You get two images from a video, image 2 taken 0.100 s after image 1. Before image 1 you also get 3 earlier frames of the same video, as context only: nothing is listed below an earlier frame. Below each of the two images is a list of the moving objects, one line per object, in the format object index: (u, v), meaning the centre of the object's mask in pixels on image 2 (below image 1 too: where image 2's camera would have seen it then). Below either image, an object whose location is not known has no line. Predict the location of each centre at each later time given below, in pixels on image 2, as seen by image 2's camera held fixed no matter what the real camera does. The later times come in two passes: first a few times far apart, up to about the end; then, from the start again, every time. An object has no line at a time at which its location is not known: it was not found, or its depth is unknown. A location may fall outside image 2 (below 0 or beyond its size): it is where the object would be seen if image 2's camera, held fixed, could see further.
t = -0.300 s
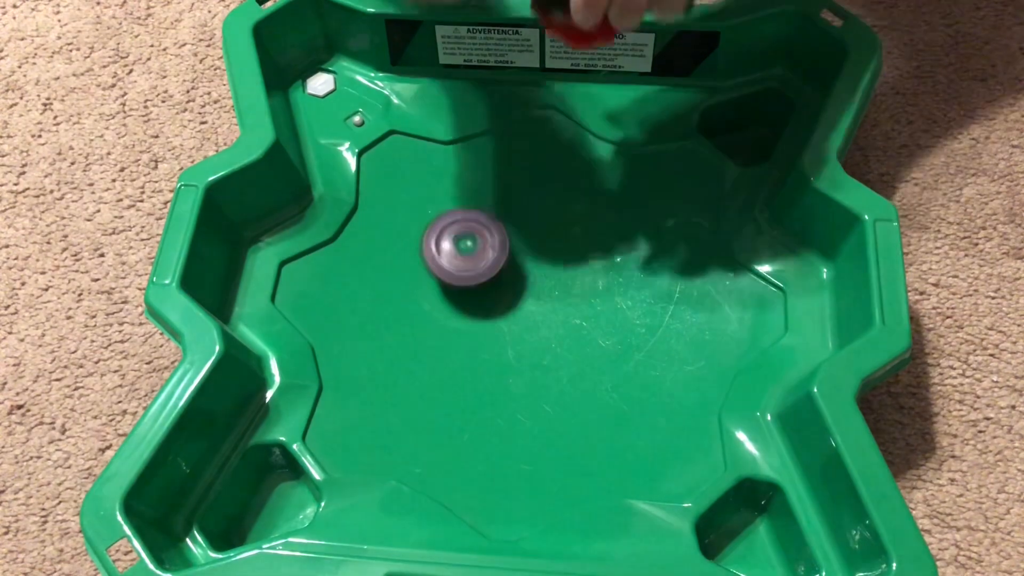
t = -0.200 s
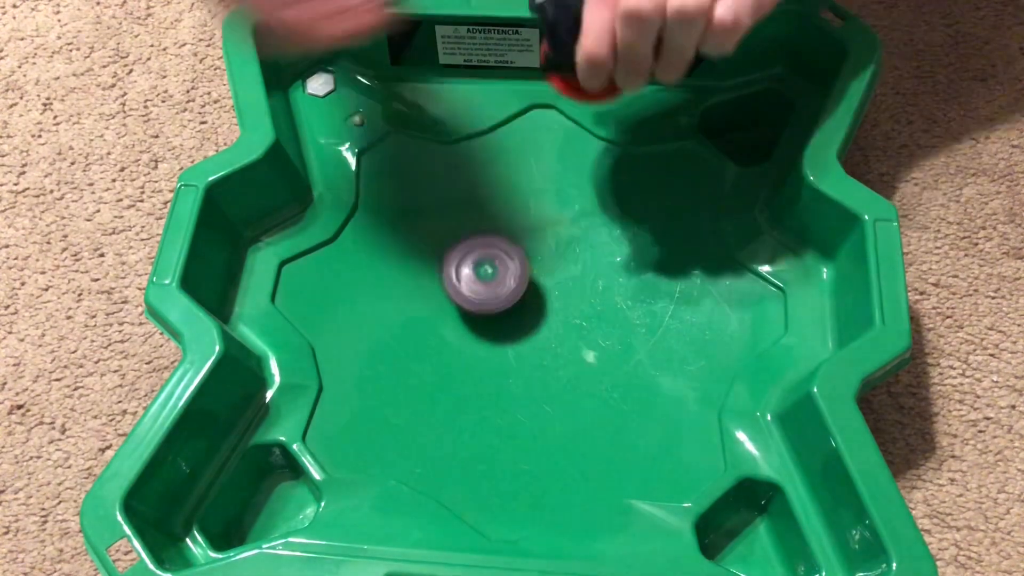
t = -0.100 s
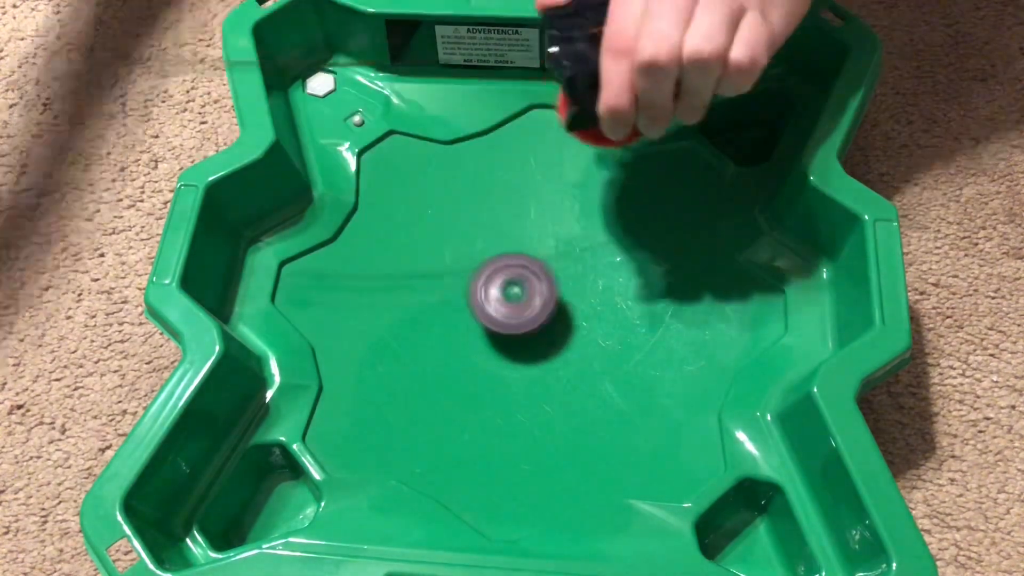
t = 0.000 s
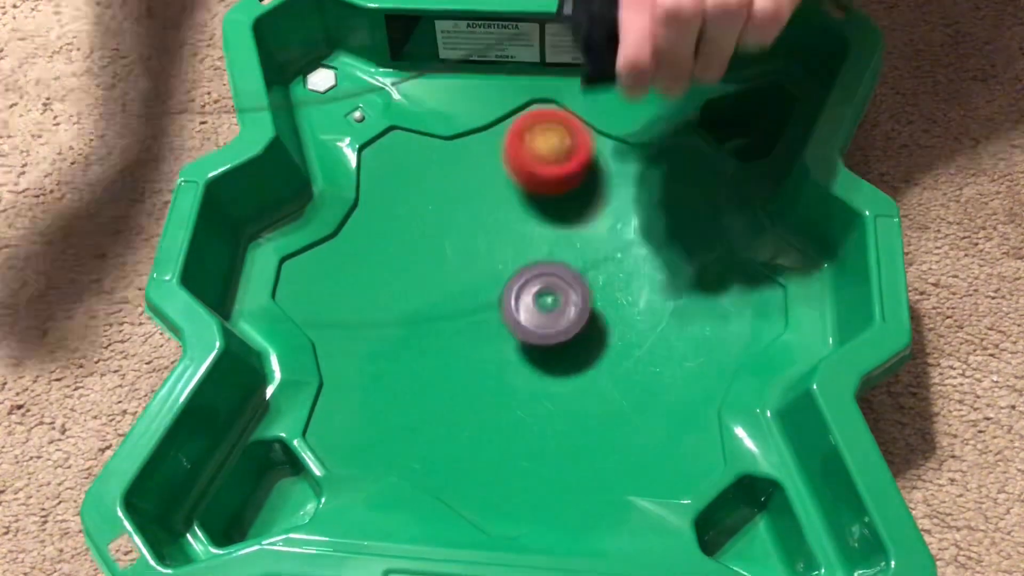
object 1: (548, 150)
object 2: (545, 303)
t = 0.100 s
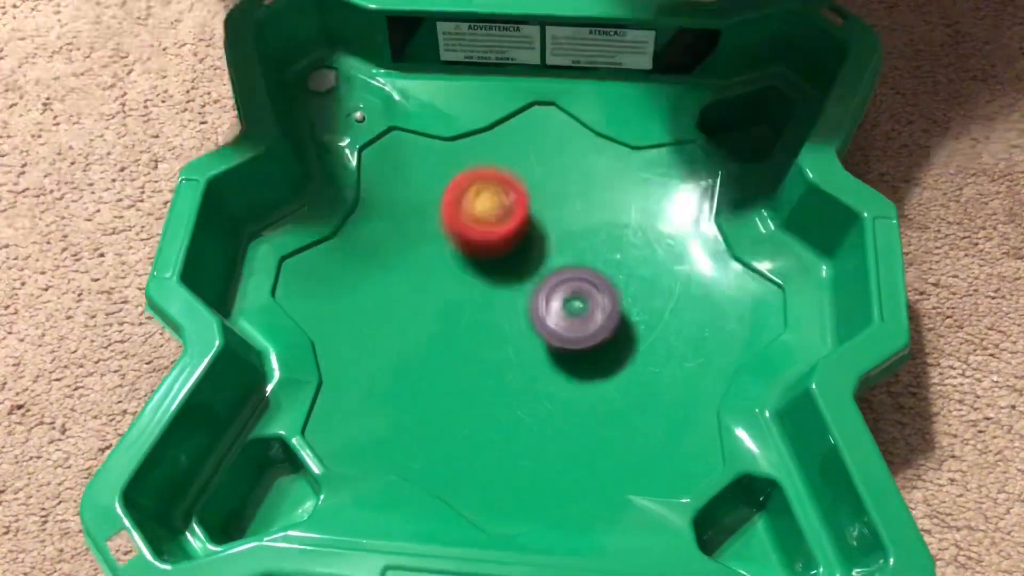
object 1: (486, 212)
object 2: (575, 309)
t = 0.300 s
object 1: (449, 343)
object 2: (637, 299)
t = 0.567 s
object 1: (412, 372)
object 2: (620, 263)
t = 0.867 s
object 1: (459, 312)
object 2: (554, 295)
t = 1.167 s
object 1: (464, 340)
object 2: (594, 287)
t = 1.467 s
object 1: (487, 377)
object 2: (542, 280)
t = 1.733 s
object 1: (438, 445)
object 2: (503, 196)
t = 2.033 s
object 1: (438, 363)
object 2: (404, 210)
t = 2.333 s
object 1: (595, 308)
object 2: (467, 331)
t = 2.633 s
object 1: (701, 368)
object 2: (572, 319)
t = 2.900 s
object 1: (625, 392)
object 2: (575, 274)
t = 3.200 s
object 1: (583, 306)
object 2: (496, 232)
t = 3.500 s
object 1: (600, 241)
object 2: (433, 307)
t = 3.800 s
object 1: (603, 242)
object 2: (542, 375)
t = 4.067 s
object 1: (526, 252)
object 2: (635, 298)
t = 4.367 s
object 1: (469, 227)
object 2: (572, 209)
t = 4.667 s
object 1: (439, 195)
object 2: (549, 206)
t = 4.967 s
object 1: (395, 230)
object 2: (666, 292)
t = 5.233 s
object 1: (405, 281)
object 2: (665, 322)
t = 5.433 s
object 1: (415, 338)
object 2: (610, 345)
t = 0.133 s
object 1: (472, 236)
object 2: (585, 314)
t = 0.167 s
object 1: (463, 262)
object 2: (595, 314)
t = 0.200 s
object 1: (458, 286)
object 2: (605, 312)
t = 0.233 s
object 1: (456, 308)
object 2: (617, 309)
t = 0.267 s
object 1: (452, 327)
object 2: (628, 304)
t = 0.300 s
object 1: (449, 343)
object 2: (637, 299)
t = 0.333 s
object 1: (445, 356)
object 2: (643, 293)
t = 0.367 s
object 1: (441, 367)
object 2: (645, 287)
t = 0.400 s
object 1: (436, 374)
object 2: (646, 281)
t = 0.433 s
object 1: (432, 379)
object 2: (644, 276)
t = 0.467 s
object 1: (427, 380)
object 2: (640, 271)
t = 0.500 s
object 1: (422, 380)
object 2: (634, 267)
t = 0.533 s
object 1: (417, 377)
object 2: (627, 265)
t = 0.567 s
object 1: (412, 372)
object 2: (620, 263)
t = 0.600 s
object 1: (408, 366)
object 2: (612, 262)
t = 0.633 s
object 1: (404, 358)
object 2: (603, 262)
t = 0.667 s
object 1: (401, 348)
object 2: (594, 264)
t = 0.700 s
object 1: (402, 338)
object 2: (585, 268)
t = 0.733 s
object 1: (406, 329)
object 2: (578, 272)
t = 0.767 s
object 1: (415, 321)
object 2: (569, 277)
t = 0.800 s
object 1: (428, 316)
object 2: (561, 283)
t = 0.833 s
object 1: (446, 312)
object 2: (555, 289)
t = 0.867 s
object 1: (459, 312)
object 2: (554, 295)
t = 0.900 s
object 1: (454, 316)
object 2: (573, 296)
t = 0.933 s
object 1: (451, 321)
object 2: (587, 296)
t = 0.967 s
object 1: (449, 327)
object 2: (596, 294)
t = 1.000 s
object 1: (449, 333)
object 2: (601, 293)
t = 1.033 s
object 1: (450, 340)
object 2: (603, 291)
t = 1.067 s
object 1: (452, 342)
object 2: (603, 290)
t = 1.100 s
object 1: (456, 342)
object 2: (601, 289)
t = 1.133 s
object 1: (460, 341)
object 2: (598, 288)
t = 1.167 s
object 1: (464, 340)
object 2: (594, 287)
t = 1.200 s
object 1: (469, 338)
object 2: (589, 287)
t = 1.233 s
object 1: (473, 337)
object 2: (583, 287)
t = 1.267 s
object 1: (477, 337)
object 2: (578, 288)
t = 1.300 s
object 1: (483, 340)
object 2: (572, 290)
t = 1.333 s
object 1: (489, 344)
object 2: (567, 289)
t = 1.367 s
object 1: (491, 355)
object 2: (564, 284)
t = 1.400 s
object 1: (490, 363)
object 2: (559, 281)
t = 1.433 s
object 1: (489, 371)
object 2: (551, 279)
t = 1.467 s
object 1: (487, 377)
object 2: (542, 280)
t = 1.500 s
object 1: (483, 381)
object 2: (532, 281)
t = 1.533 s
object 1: (478, 383)
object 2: (523, 284)
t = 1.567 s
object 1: (472, 380)
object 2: (513, 288)
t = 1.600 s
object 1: (467, 375)
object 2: (506, 292)
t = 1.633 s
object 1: (460, 391)
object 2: (505, 272)
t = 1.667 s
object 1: (451, 416)
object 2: (505, 241)
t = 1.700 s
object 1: (444, 433)
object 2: (505, 214)
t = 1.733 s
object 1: (438, 445)
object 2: (503, 196)
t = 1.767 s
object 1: (432, 450)
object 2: (498, 182)
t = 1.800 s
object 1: (427, 450)
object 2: (490, 174)
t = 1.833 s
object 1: (422, 445)
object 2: (480, 170)
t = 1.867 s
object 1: (417, 436)
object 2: (467, 170)
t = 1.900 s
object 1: (413, 423)
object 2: (453, 173)
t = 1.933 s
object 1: (413, 407)
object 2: (438, 178)
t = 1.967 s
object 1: (417, 392)
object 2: (425, 186)
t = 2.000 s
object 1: (426, 377)
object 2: (413, 197)
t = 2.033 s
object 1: (438, 363)
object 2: (404, 210)
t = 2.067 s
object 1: (454, 349)
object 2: (398, 224)
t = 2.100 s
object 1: (470, 337)
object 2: (396, 240)
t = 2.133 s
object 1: (488, 326)
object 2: (397, 256)
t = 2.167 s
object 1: (507, 318)
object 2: (402, 271)
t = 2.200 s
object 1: (526, 312)
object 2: (410, 285)
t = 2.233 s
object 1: (545, 308)
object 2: (421, 299)
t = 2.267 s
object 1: (562, 306)
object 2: (434, 311)
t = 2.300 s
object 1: (578, 306)
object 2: (449, 322)
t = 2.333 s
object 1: (595, 308)
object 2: (467, 331)
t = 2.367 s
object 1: (610, 311)
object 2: (487, 337)
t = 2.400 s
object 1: (624, 316)
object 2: (507, 341)
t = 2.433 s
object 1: (637, 322)
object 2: (527, 342)
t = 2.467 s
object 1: (648, 329)
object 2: (547, 341)
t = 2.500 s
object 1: (666, 337)
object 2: (556, 338)
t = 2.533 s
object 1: (684, 343)
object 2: (559, 336)
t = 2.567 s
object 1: (695, 350)
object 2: (563, 332)
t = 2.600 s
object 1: (700, 359)
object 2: (568, 326)
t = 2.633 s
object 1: (701, 368)
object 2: (572, 319)
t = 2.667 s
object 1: (697, 377)
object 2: (576, 309)
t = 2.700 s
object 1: (690, 385)
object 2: (579, 302)
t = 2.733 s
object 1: (681, 392)
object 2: (581, 294)
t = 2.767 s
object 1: (671, 397)
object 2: (581, 289)
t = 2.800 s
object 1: (661, 401)
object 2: (581, 284)
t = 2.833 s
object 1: (649, 401)
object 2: (579, 280)
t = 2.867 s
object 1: (637, 398)
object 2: (578, 277)
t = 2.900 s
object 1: (625, 392)
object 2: (575, 274)
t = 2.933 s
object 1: (613, 382)
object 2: (573, 272)
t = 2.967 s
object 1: (602, 369)
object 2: (570, 270)
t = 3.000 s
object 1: (592, 355)
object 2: (566, 268)
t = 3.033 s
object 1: (590, 351)
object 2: (557, 255)
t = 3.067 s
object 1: (587, 344)
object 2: (547, 245)
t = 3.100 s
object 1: (586, 336)
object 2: (535, 238)
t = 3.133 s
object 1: (584, 326)
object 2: (522, 233)
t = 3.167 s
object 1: (583, 316)
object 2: (509, 232)
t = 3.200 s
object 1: (583, 306)
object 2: (496, 232)
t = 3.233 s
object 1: (583, 296)
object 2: (483, 234)
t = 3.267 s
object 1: (584, 287)
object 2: (471, 238)
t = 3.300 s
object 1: (585, 278)
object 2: (461, 244)
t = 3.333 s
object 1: (587, 270)
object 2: (451, 252)
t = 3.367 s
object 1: (589, 262)
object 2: (443, 261)
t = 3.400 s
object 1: (592, 256)
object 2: (438, 272)
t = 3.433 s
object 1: (594, 250)
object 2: (434, 283)
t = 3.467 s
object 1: (597, 246)
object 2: (432, 295)
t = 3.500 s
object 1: (600, 241)
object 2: (433, 307)
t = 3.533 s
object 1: (603, 238)
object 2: (438, 320)
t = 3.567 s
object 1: (605, 236)
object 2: (445, 332)
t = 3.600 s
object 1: (607, 234)
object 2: (454, 343)
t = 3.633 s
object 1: (609, 233)
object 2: (465, 353)
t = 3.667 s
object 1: (610, 233)
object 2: (477, 361)
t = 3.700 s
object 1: (610, 235)
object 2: (491, 369)
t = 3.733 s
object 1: (609, 237)
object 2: (508, 374)
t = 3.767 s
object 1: (607, 239)
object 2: (526, 376)
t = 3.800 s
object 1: (603, 242)
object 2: (542, 375)
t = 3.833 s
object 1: (597, 245)
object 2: (559, 372)
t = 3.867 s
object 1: (590, 248)
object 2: (575, 366)
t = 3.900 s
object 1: (581, 251)
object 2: (591, 358)
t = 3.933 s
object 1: (571, 252)
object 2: (604, 348)
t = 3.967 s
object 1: (560, 253)
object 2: (615, 338)
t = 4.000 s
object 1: (549, 253)
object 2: (624, 326)
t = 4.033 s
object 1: (537, 253)
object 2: (630, 312)
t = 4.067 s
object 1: (526, 252)
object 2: (635, 298)
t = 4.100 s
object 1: (516, 250)
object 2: (635, 285)
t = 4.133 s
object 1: (506, 248)
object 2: (634, 272)
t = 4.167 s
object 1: (498, 246)
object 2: (631, 260)
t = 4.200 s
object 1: (490, 243)
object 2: (626, 248)
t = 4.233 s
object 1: (484, 240)
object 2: (619, 237)
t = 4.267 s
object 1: (479, 237)
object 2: (609, 228)
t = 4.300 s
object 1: (475, 233)
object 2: (598, 220)
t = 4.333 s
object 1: (472, 230)
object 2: (586, 214)
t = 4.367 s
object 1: (469, 227)
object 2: (572, 209)
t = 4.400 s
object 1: (468, 225)
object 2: (559, 206)
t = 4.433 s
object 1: (453, 225)
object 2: (563, 202)
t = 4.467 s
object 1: (438, 224)
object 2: (567, 198)
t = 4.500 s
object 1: (427, 220)
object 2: (568, 196)
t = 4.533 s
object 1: (420, 213)
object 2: (566, 194)
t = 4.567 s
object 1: (418, 205)
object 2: (562, 194)
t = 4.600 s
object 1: (422, 198)
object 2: (558, 196)
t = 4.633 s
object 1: (429, 195)
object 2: (553, 200)
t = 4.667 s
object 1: (439, 195)
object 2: (549, 206)
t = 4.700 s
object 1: (451, 198)
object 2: (544, 214)
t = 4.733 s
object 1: (446, 203)
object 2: (560, 226)
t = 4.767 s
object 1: (434, 207)
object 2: (586, 241)
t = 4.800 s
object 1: (424, 212)
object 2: (608, 253)
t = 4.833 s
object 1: (416, 217)
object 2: (626, 265)
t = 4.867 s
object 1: (409, 220)
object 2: (640, 274)
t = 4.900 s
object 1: (403, 223)
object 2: (650, 281)
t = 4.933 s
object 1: (398, 227)
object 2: (659, 287)
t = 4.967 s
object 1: (395, 230)
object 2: (666, 292)
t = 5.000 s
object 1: (393, 235)
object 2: (672, 296)
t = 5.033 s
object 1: (392, 239)
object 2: (676, 300)
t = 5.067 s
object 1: (392, 244)
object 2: (678, 304)
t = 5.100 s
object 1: (394, 250)
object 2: (679, 307)
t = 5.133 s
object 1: (396, 256)
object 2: (678, 311)
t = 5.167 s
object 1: (399, 264)
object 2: (676, 314)
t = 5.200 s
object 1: (402, 272)
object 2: (671, 318)
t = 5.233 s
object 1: (405, 281)
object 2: (665, 322)
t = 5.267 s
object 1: (408, 290)
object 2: (658, 325)
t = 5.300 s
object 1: (410, 300)
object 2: (650, 329)
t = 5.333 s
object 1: (412, 310)
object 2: (641, 333)
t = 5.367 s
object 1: (414, 320)
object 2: (630, 336)
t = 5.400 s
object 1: (415, 330)
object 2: (620, 341)
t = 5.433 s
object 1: (415, 338)
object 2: (610, 345)
